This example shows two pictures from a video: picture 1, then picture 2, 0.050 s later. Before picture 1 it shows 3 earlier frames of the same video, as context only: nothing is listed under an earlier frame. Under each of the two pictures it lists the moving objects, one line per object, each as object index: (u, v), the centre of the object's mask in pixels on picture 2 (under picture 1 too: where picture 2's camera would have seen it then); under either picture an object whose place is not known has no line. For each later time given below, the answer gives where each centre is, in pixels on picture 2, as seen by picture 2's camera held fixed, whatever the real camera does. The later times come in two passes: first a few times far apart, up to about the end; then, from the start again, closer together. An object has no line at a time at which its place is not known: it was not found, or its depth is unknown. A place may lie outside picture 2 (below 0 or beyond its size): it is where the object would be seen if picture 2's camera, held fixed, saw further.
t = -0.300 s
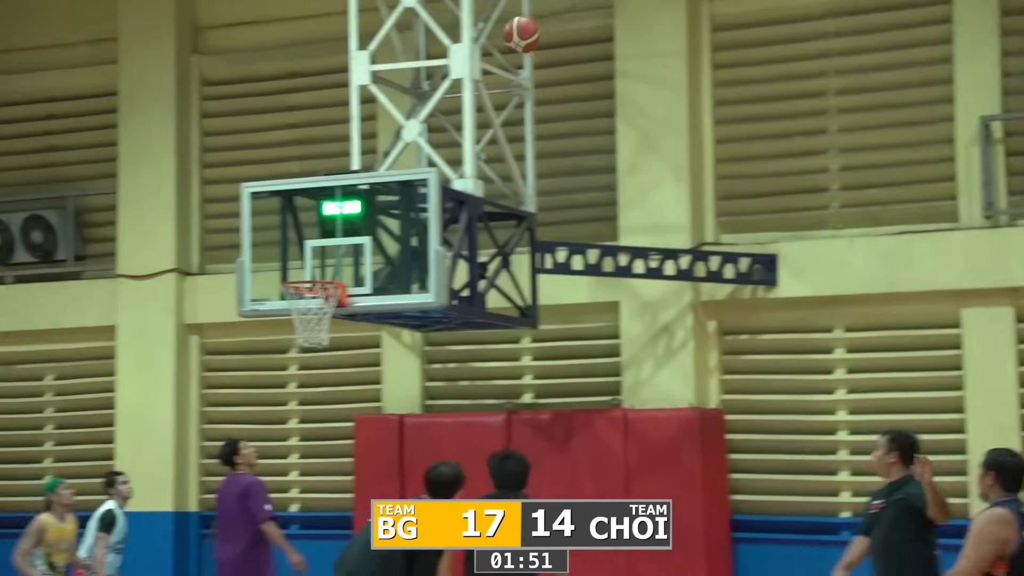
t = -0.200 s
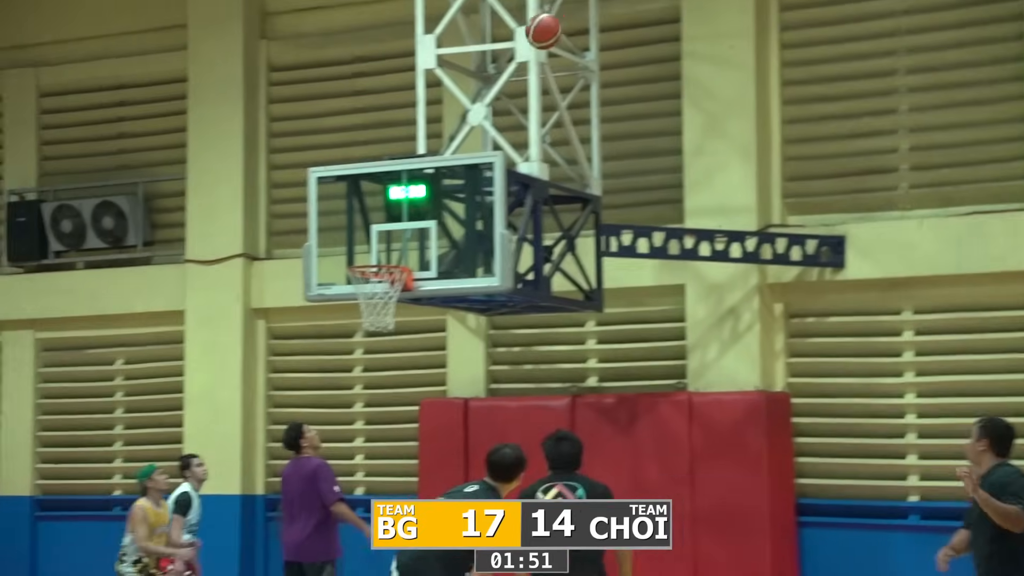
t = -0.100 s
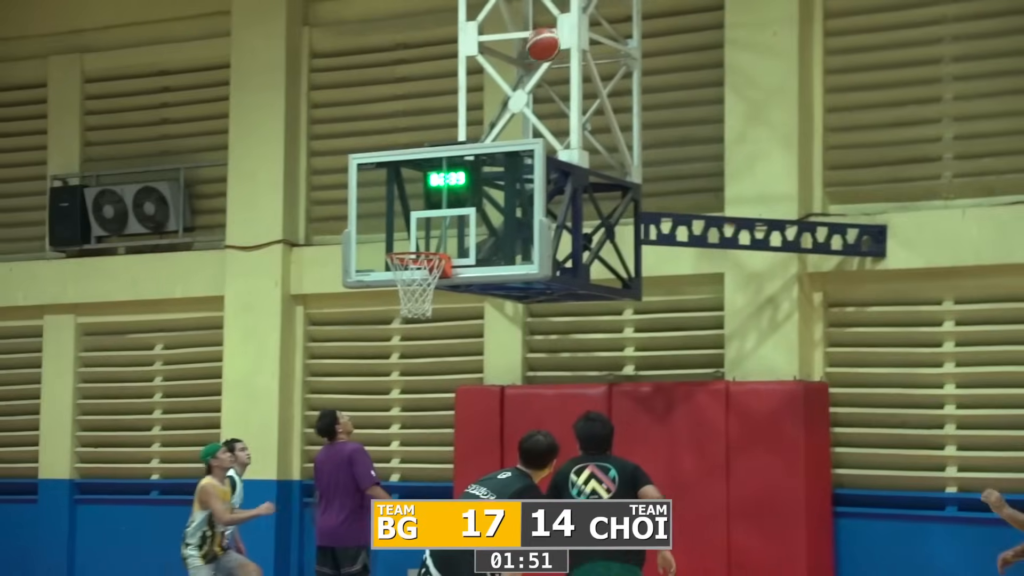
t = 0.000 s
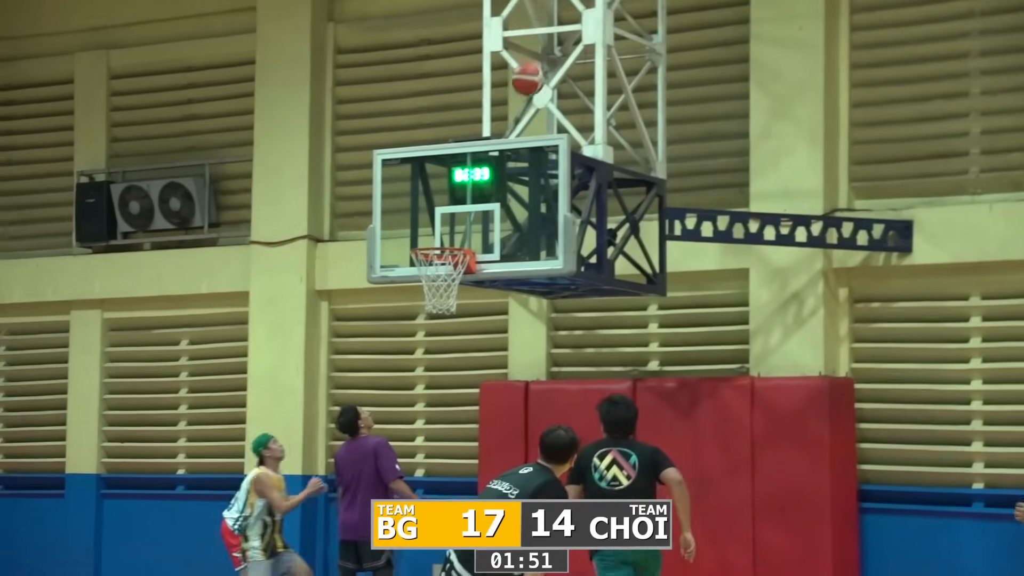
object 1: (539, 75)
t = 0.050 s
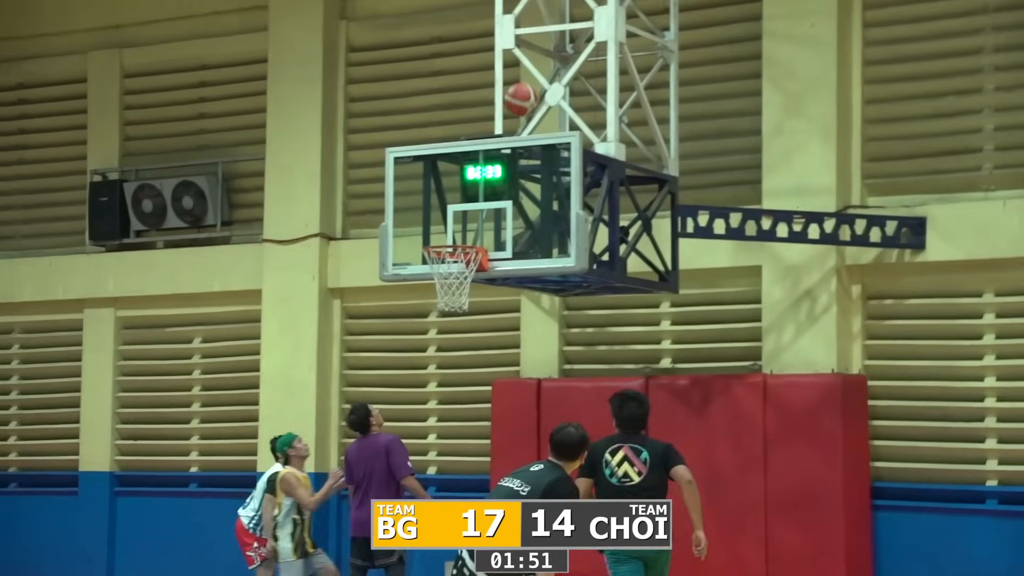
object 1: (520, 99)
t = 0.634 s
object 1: (312, 198)
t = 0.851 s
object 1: (222, 253)
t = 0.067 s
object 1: (514, 107)
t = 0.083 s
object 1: (509, 116)
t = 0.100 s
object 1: (503, 126)
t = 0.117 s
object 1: (496, 135)
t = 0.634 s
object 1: (312, 198)
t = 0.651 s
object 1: (306, 200)
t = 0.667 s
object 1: (298, 202)
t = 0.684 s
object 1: (292, 204)
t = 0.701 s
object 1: (285, 207)
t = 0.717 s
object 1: (279, 210)
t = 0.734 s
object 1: (272, 214)
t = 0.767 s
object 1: (258, 222)
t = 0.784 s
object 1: (251, 228)
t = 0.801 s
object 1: (243, 233)
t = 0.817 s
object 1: (236, 239)
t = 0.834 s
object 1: (229, 246)
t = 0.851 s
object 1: (222, 253)
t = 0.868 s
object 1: (214, 261)
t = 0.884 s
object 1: (207, 269)
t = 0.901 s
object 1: (199, 278)
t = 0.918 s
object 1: (192, 287)
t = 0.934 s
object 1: (185, 296)
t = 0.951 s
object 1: (177, 306)
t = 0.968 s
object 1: (169, 315)
